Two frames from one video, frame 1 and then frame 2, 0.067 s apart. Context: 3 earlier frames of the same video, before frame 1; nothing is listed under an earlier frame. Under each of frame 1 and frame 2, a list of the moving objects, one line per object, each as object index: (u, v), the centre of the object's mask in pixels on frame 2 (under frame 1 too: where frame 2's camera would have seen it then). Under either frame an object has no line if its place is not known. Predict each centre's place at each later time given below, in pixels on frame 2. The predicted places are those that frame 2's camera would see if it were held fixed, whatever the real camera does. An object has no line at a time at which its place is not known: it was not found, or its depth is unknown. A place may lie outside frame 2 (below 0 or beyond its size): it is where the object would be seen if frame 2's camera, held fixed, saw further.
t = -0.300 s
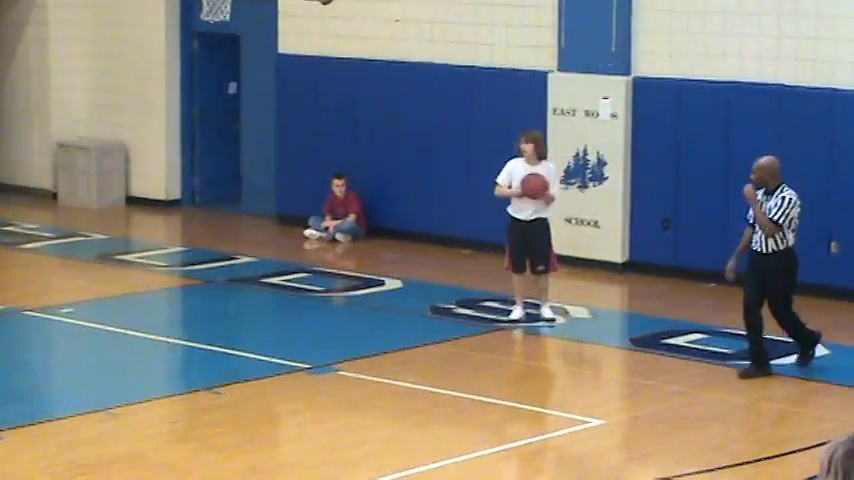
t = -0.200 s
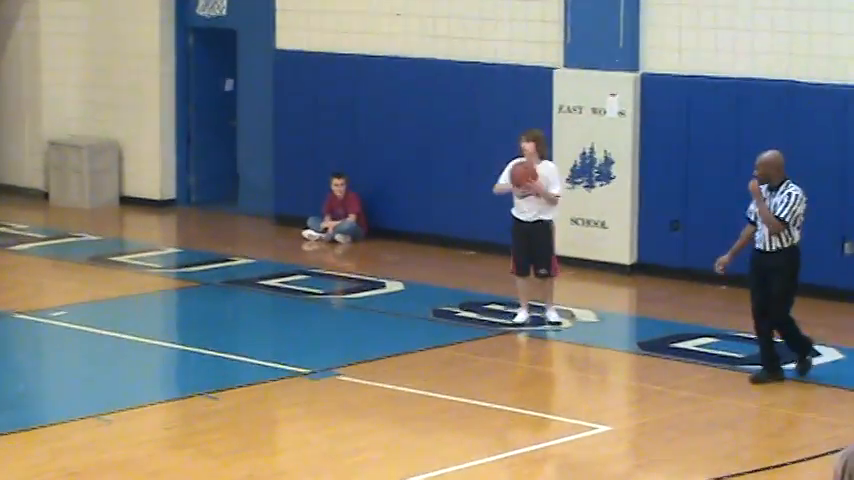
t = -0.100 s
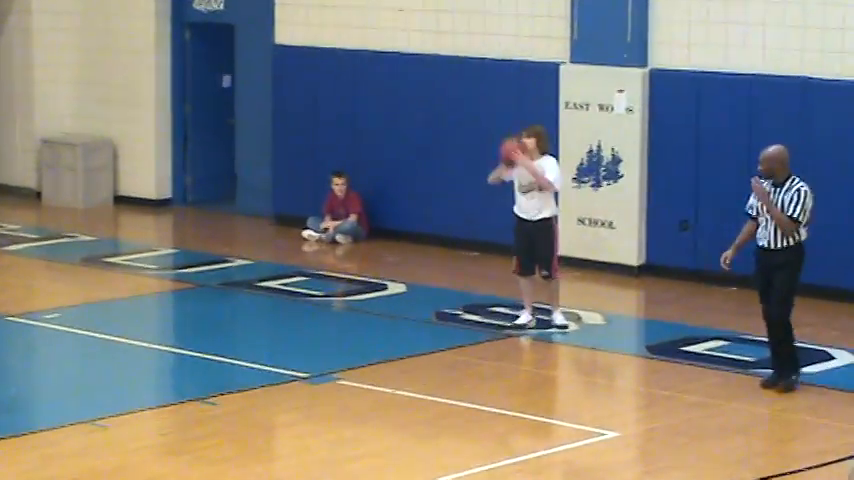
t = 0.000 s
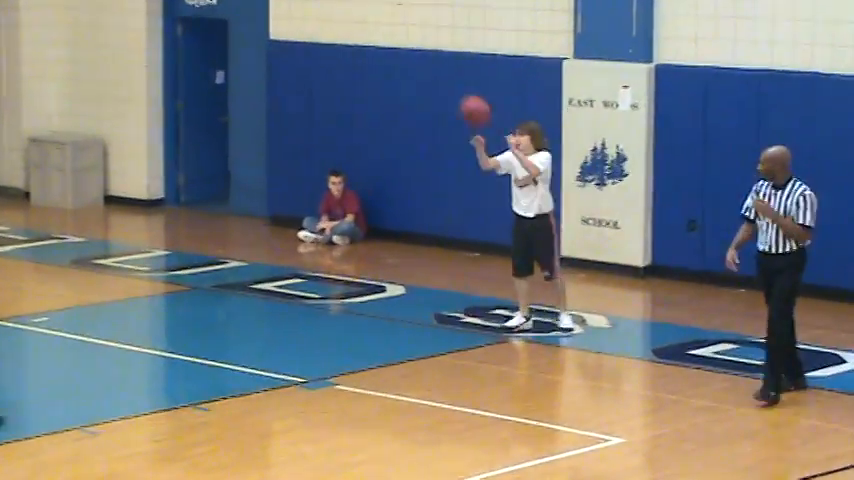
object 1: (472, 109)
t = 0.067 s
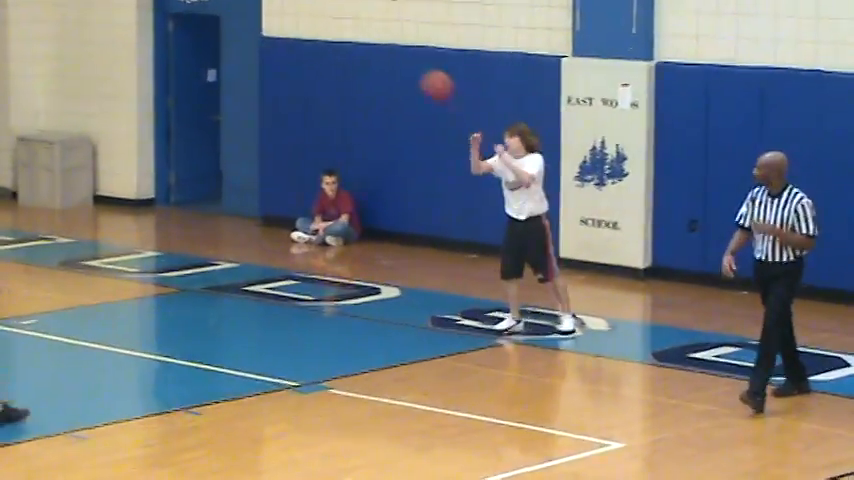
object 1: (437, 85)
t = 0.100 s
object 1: (419, 76)
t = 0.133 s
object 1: (401, 67)
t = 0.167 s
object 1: (383, 59)
